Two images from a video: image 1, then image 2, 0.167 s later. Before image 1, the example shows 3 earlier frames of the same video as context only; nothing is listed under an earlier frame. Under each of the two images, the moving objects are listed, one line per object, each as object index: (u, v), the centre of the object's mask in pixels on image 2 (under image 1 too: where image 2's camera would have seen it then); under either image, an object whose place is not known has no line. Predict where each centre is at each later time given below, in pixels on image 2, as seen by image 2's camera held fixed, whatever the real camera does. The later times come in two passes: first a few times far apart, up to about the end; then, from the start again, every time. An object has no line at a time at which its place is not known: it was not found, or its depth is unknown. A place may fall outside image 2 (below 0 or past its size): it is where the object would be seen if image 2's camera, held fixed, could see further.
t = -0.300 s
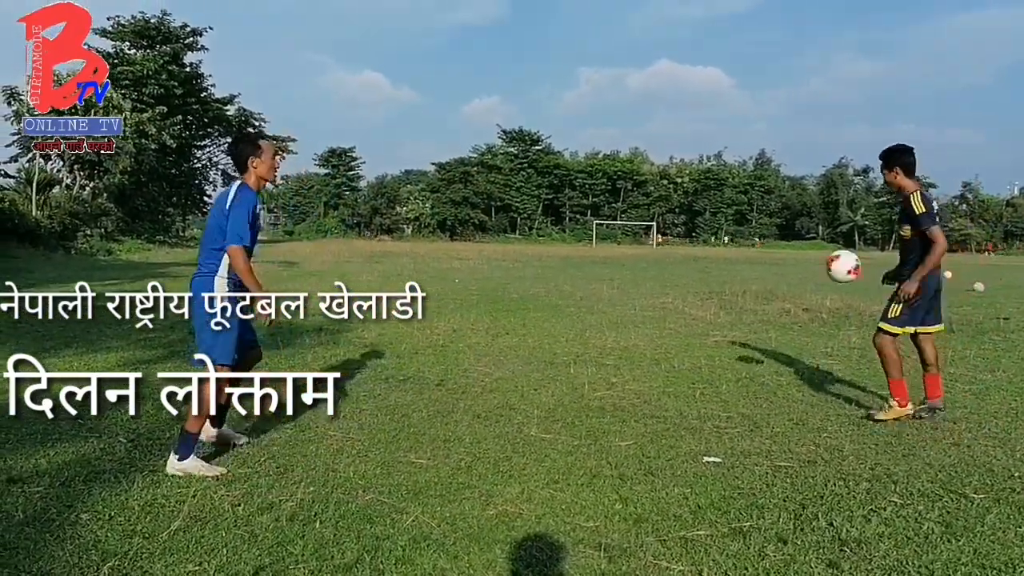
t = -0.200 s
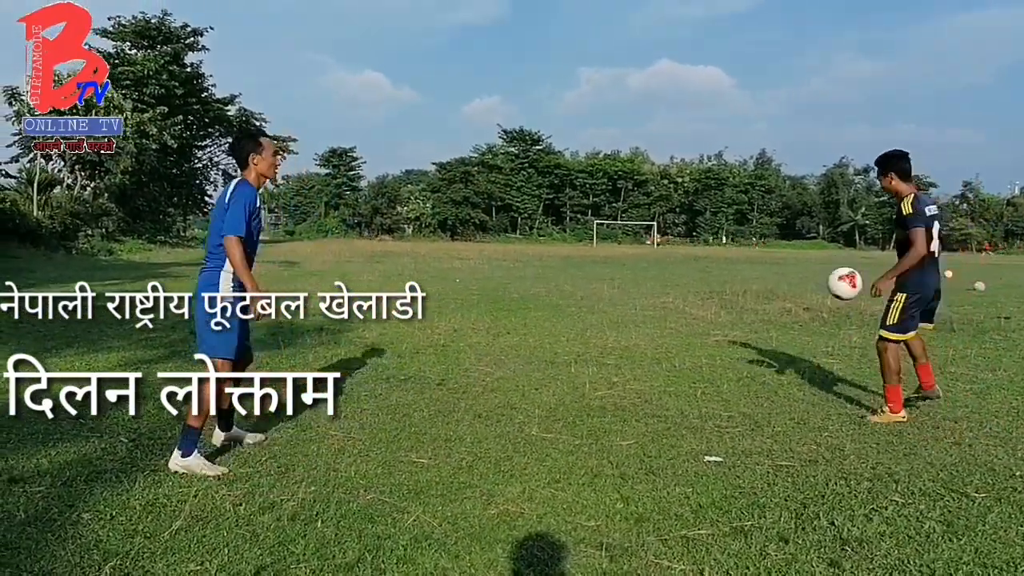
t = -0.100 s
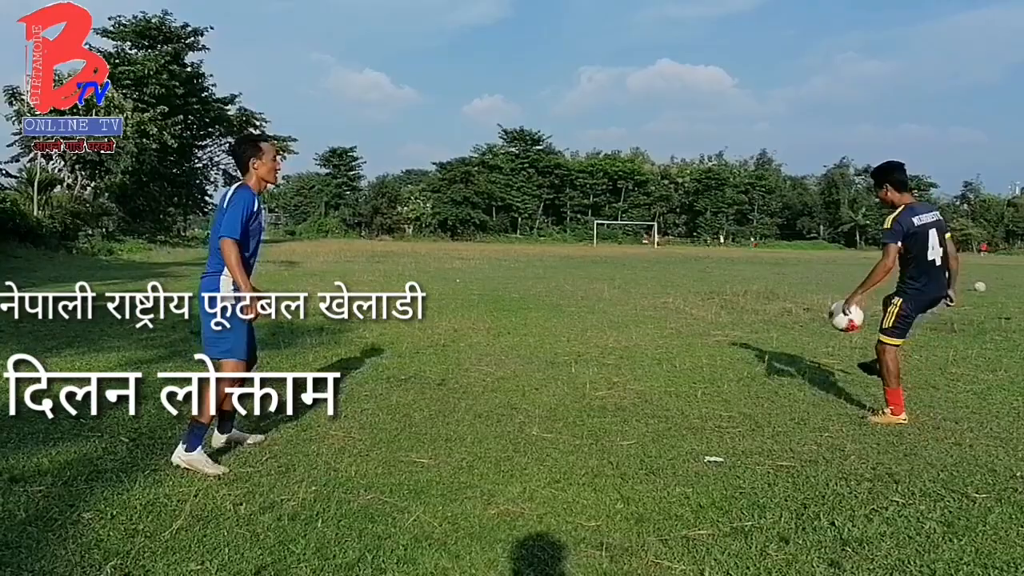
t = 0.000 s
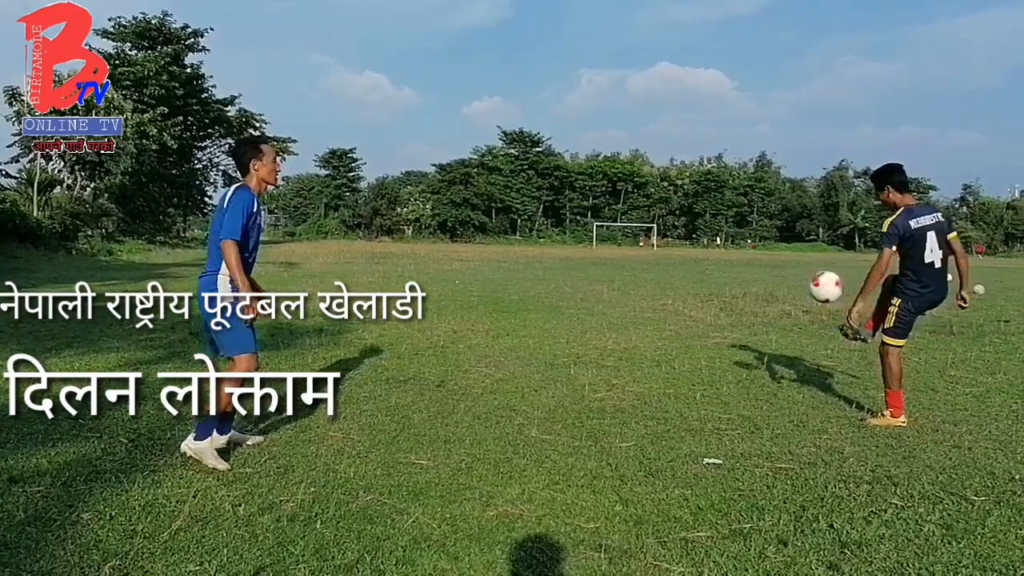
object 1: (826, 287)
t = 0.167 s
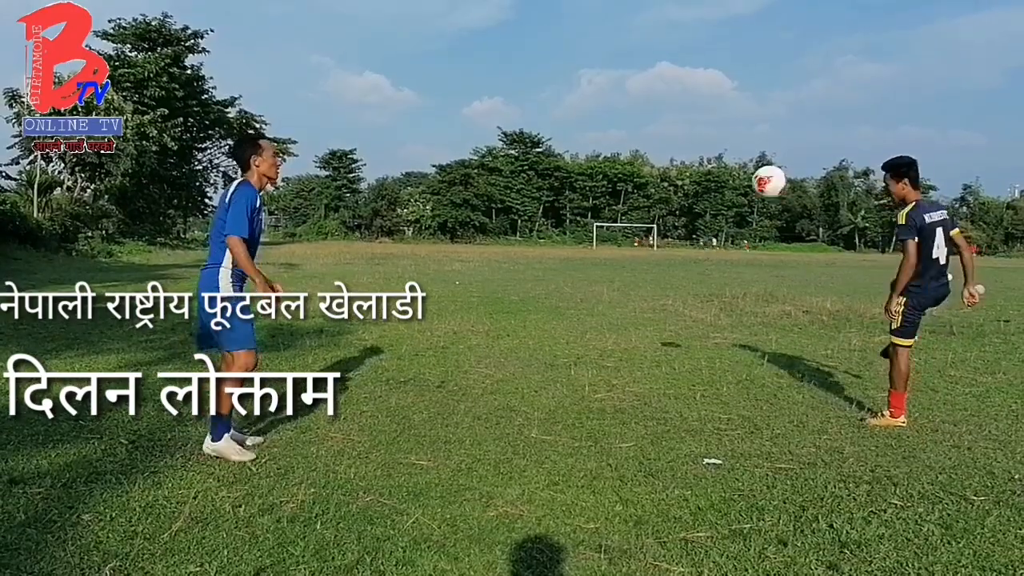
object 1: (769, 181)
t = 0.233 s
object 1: (745, 150)
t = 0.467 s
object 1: (658, 90)
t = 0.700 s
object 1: (564, 114)
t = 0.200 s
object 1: (758, 165)
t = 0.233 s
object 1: (745, 150)
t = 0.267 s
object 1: (733, 137)
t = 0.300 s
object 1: (722, 125)
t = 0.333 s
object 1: (709, 115)
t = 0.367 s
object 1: (696, 106)
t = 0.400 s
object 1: (684, 99)
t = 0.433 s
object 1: (671, 94)
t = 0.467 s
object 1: (658, 90)
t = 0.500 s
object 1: (645, 88)
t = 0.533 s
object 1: (632, 88)
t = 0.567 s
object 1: (618, 89)
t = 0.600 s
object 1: (605, 93)
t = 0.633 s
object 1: (592, 98)
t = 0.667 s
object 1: (578, 105)
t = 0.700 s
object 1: (564, 114)
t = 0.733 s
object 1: (551, 124)
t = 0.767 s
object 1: (537, 136)
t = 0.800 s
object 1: (523, 151)
